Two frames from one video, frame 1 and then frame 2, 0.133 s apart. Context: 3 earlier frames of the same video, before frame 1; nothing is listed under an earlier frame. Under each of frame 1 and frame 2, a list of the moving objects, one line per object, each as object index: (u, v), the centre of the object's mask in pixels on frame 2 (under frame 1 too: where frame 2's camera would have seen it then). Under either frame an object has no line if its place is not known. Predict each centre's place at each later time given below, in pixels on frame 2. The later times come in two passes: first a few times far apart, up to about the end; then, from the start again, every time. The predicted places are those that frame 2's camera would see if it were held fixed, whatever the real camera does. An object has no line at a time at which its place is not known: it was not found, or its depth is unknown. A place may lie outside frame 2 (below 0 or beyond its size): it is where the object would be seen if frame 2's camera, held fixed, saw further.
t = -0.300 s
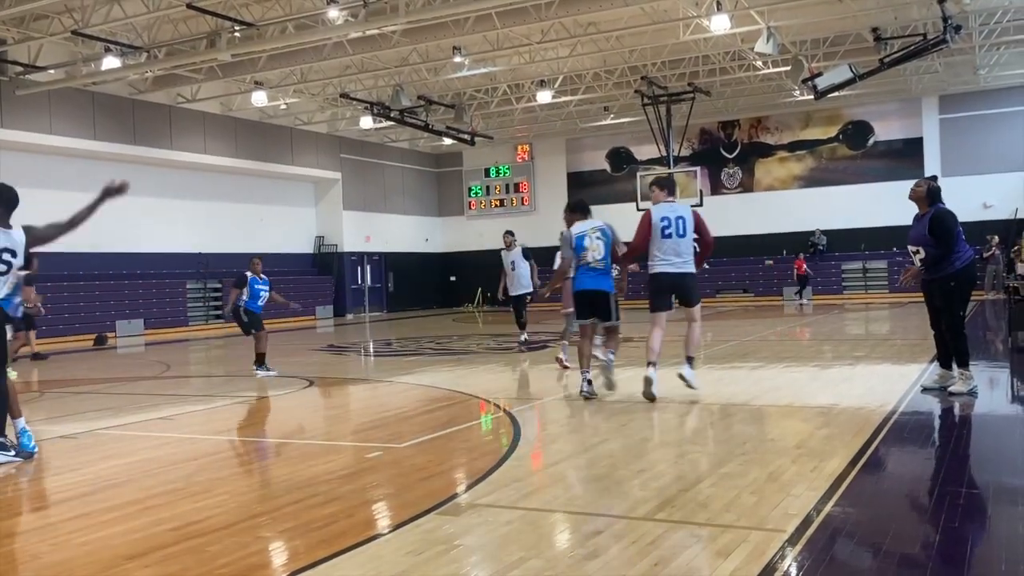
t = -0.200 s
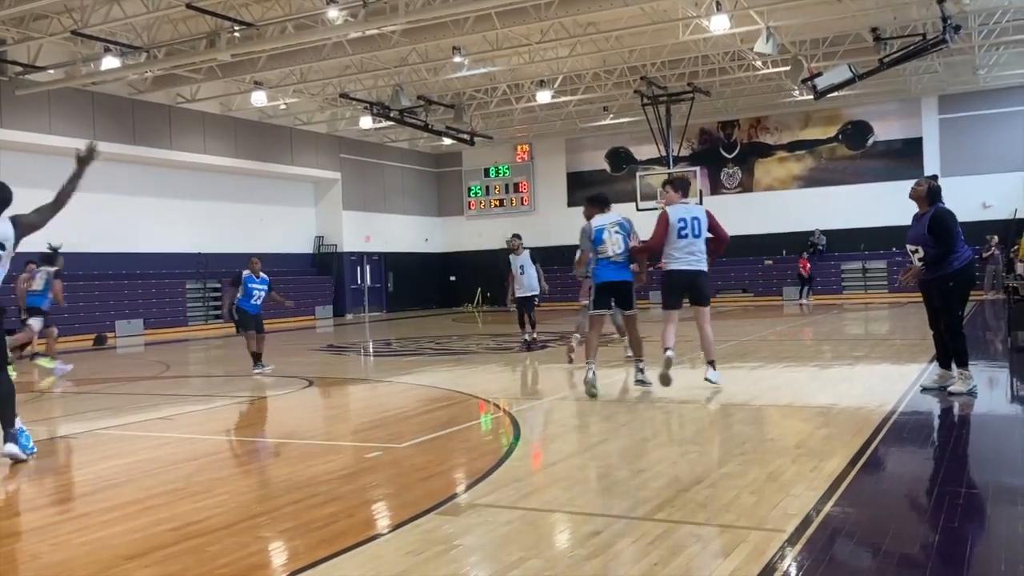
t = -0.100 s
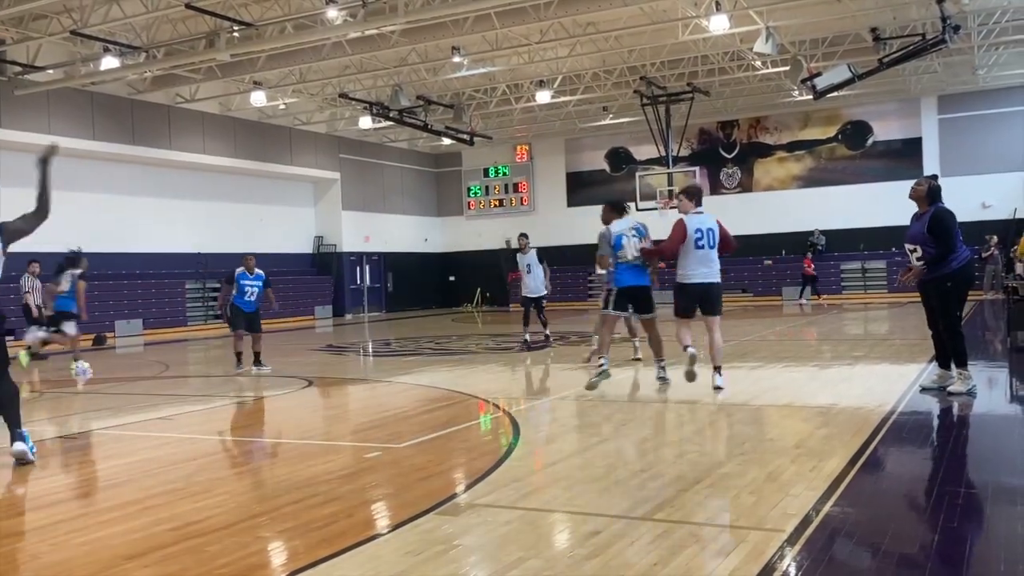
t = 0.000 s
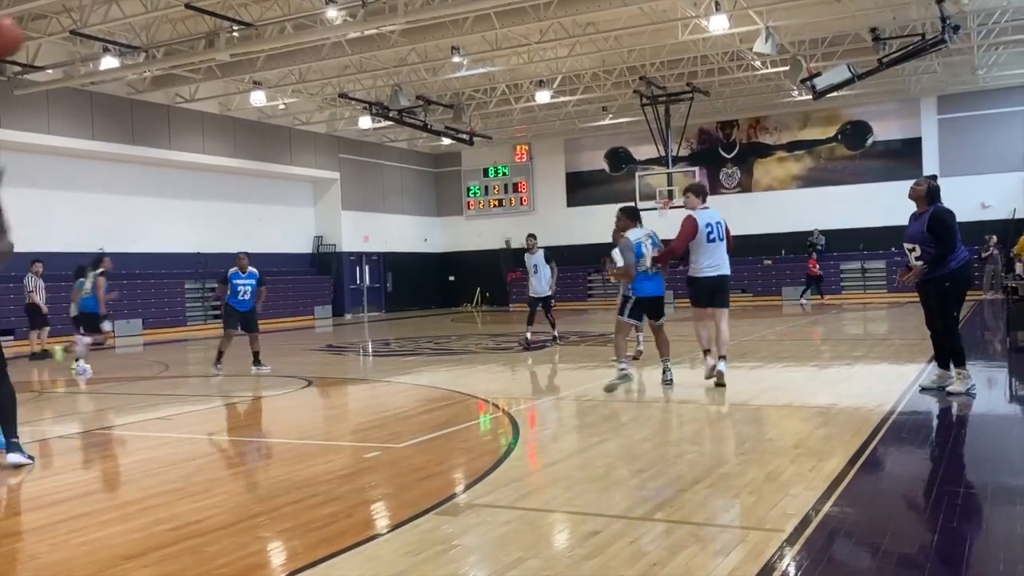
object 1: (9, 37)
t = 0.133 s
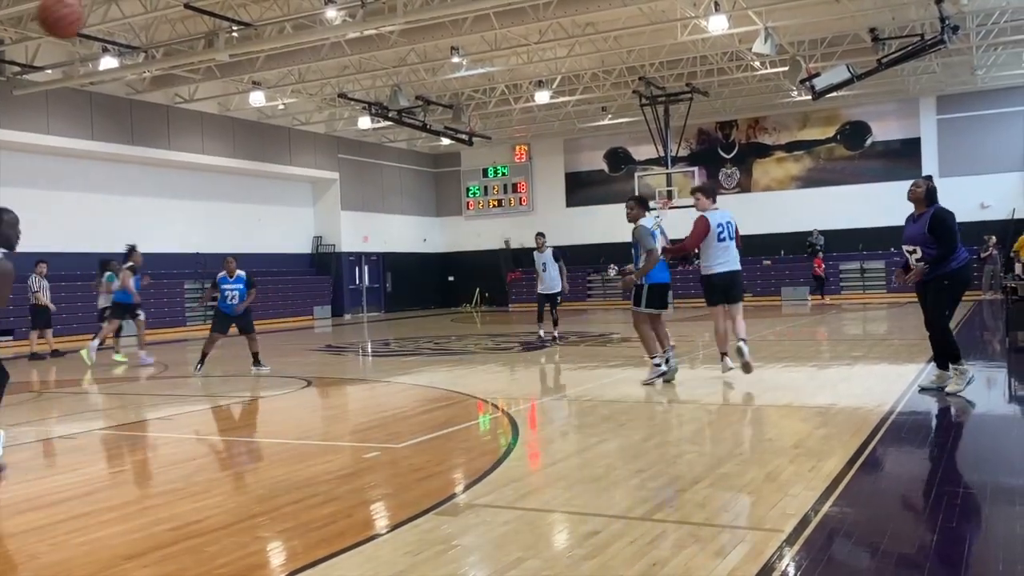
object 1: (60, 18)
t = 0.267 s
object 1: (127, 26)
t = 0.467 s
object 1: (239, 104)
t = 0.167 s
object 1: (77, 17)
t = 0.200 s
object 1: (93, 19)
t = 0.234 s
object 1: (110, 21)
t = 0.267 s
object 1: (127, 26)
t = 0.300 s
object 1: (145, 35)
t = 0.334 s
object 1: (163, 44)
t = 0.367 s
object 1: (182, 56)
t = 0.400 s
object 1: (201, 70)
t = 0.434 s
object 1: (221, 87)
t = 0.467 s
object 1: (239, 104)
